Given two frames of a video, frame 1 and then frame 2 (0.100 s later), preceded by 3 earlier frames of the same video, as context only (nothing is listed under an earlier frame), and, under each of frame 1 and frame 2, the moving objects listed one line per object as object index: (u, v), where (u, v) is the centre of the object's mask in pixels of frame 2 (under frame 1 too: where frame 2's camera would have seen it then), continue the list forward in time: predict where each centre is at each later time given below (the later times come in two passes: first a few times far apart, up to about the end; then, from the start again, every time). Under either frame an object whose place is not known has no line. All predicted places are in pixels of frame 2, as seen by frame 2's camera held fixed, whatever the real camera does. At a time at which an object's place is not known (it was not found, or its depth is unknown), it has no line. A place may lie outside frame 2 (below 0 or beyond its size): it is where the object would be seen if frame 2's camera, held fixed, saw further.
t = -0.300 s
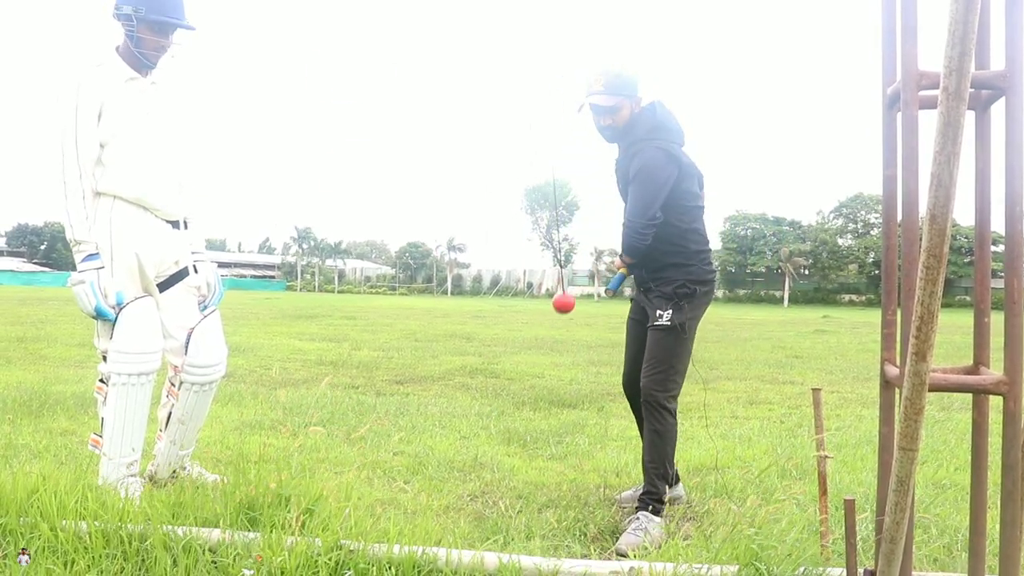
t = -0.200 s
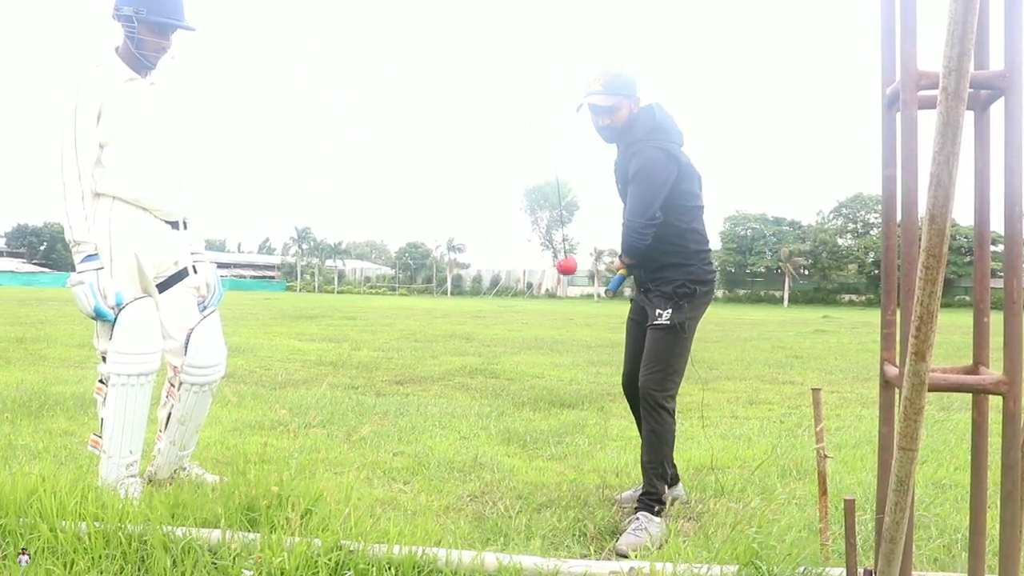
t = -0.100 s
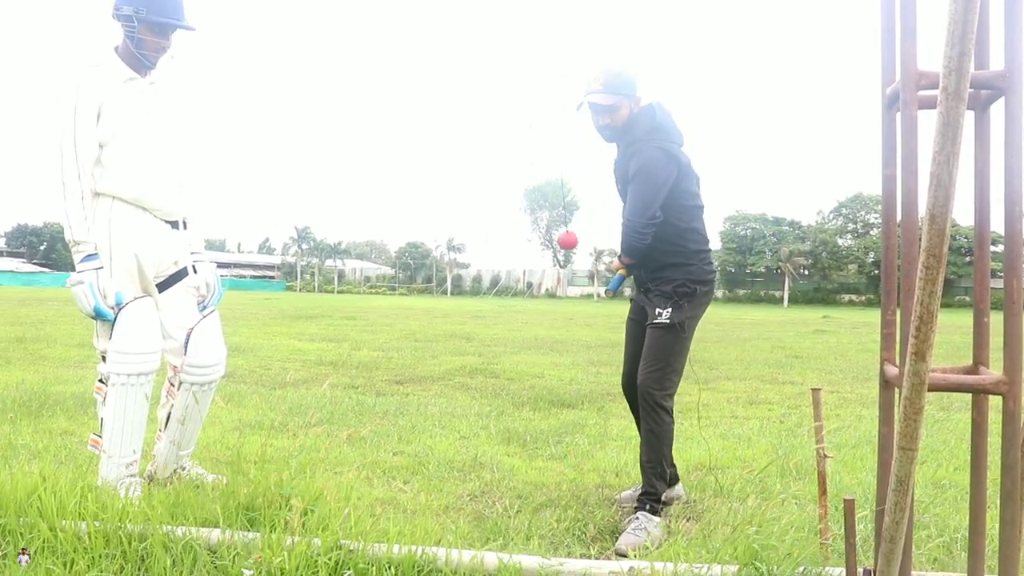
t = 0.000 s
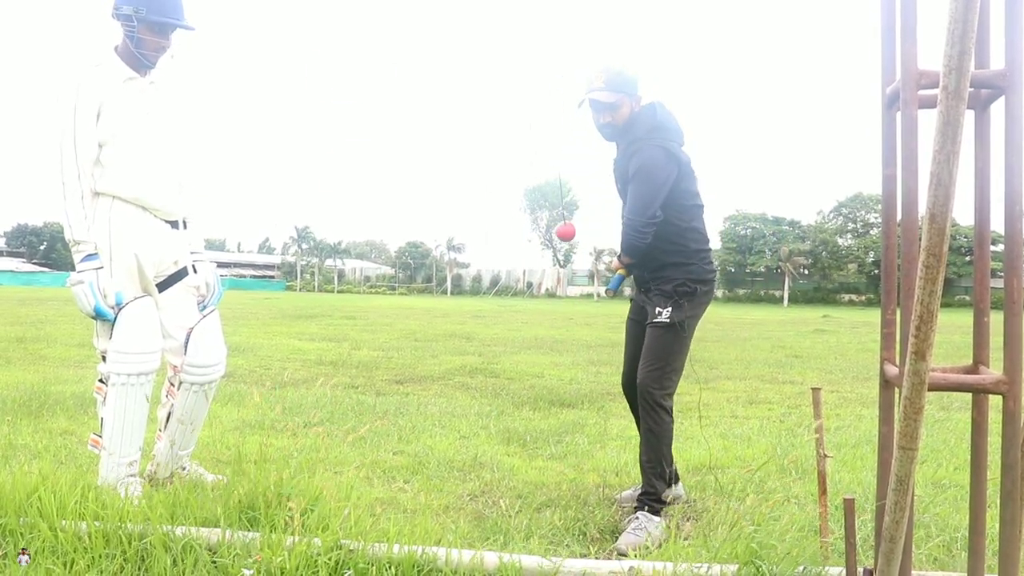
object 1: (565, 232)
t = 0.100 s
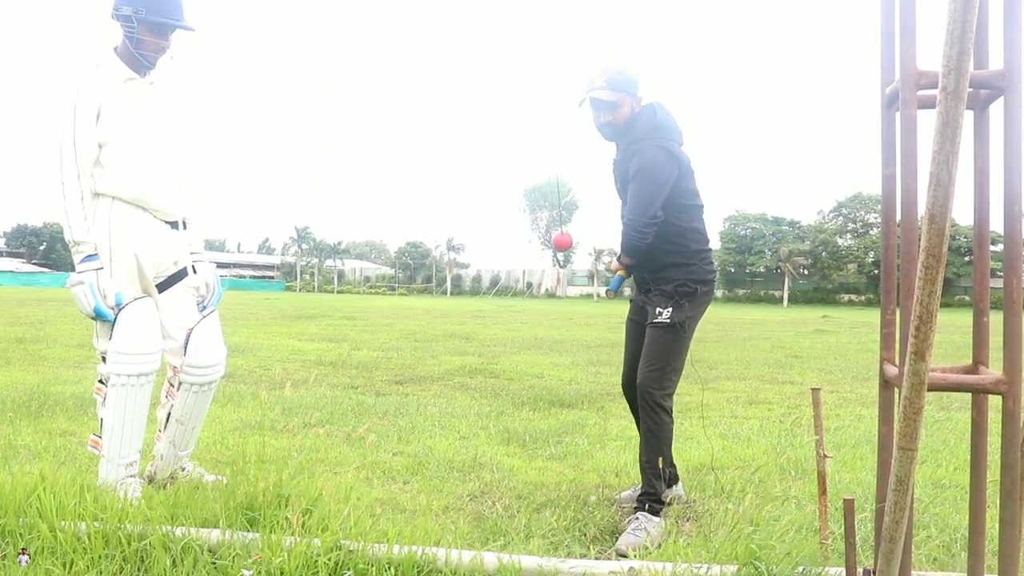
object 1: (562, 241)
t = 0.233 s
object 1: (555, 279)
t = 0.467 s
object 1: (527, 381)
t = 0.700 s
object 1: (471, 406)
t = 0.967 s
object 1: (406, 218)
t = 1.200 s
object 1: (402, 140)
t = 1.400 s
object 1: (442, 283)
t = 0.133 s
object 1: (561, 249)
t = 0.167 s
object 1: (560, 258)
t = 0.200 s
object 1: (557, 268)
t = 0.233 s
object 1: (555, 279)
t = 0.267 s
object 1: (552, 293)
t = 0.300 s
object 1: (549, 306)
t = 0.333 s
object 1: (546, 321)
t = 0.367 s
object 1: (542, 337)
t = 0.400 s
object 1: (537, 352)
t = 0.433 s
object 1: (532, 367)
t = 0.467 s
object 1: (527, 381)
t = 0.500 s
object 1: (521, 393)
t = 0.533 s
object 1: (514, 403)
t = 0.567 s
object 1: (507, 411)
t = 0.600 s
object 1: (498, 416)
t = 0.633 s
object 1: (490, 416)
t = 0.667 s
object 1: (481, 413)
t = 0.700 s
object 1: (471, 406)
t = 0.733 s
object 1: (462, 394)
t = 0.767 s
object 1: (452, 377)
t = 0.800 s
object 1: (443, 356)
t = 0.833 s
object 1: (434, 331)
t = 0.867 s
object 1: (426, 303)
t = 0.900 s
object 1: (419, 274)
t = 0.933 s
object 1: (412, 248)
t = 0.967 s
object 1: (406, 218)
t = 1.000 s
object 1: (402, 192)
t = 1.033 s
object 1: (399, 169)
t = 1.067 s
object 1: (397, 151)
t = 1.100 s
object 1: (396, 138)
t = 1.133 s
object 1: (397, 133)
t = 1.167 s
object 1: (399, 133)
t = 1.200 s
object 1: (402, 140)
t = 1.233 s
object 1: (406, 153)
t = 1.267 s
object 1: (411, 172)
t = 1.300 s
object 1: (417, 196)
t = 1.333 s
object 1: (425, 225)
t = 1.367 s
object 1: (433, 255)
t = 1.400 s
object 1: (442, 283)
